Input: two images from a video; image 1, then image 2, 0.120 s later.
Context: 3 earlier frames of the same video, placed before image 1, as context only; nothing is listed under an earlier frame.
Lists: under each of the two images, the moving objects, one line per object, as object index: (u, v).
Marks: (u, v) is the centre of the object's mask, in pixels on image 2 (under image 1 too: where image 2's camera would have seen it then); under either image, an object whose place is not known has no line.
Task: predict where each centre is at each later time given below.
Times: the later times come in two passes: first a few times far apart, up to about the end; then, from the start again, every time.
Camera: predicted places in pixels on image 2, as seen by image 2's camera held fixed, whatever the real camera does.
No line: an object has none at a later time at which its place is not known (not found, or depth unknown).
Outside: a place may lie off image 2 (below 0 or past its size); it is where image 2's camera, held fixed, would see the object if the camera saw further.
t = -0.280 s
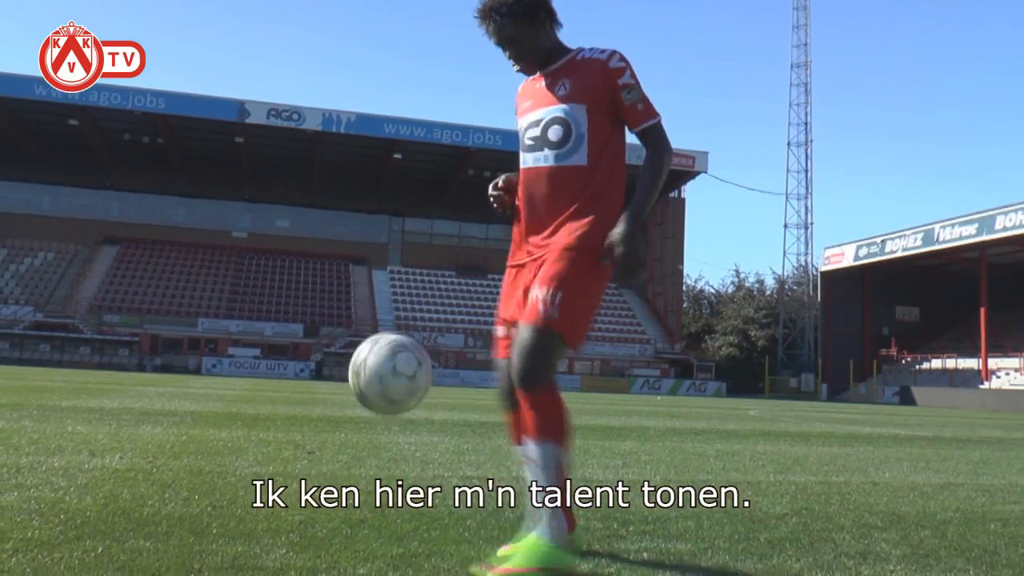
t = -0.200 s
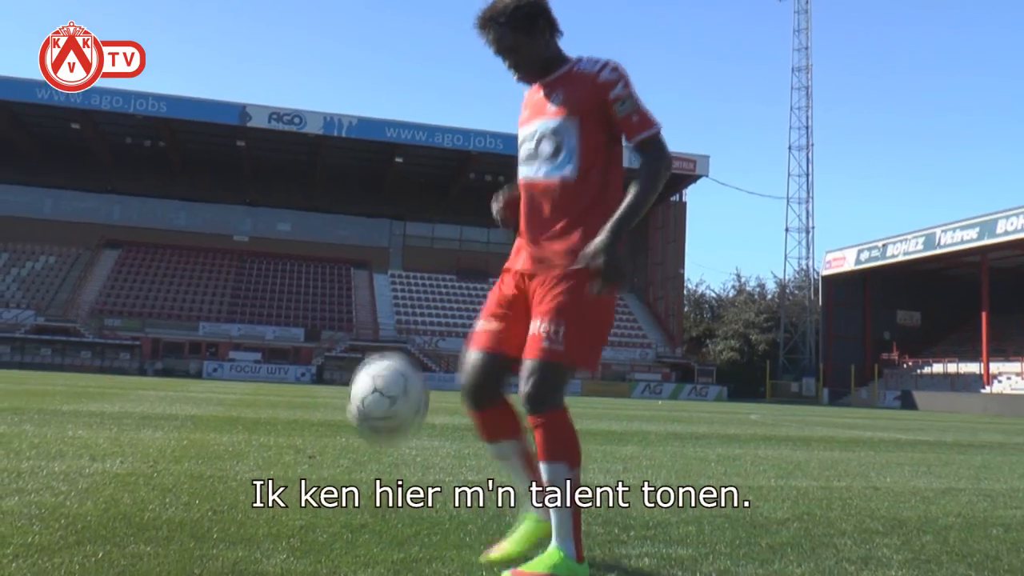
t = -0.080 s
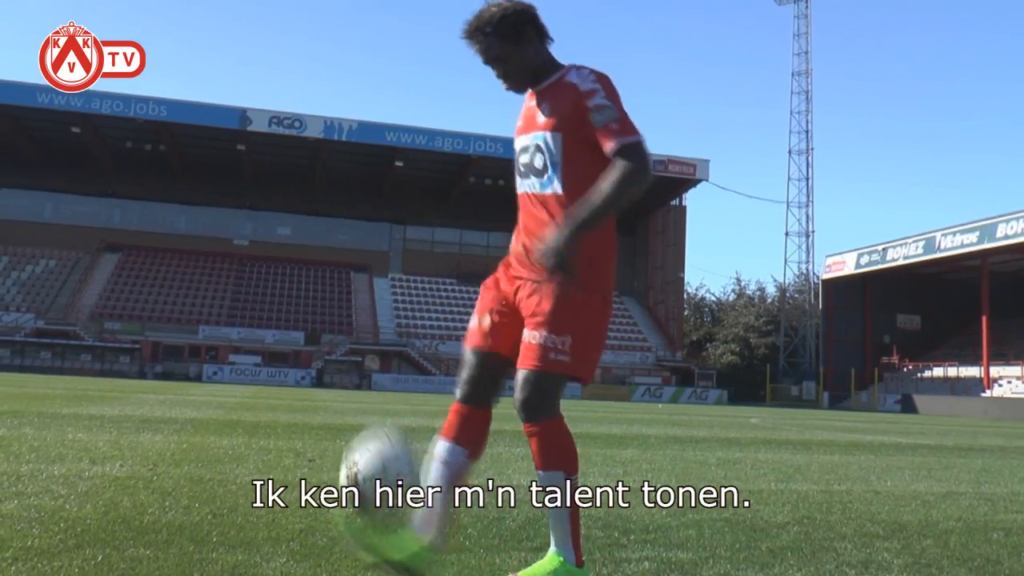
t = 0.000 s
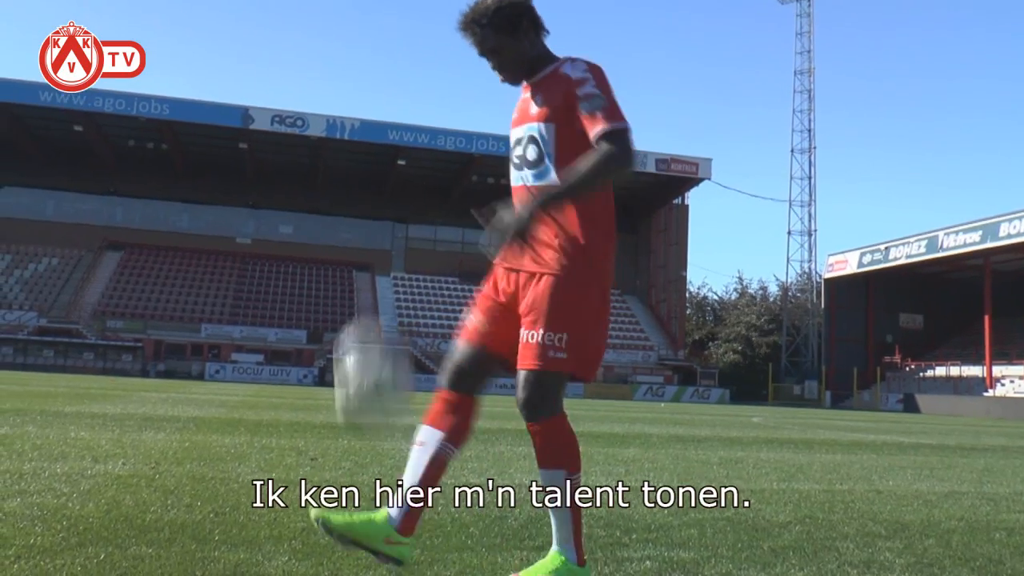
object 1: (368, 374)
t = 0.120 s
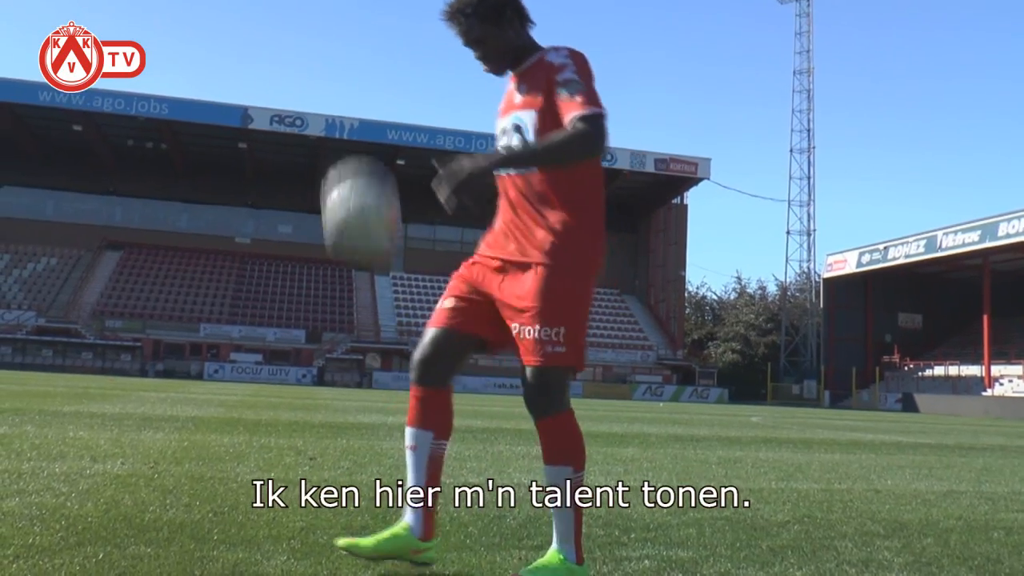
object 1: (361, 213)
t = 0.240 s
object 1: (346, 97)
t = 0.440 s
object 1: (321, 24)
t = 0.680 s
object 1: (275, 75)
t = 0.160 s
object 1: (356, 178)
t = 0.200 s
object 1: (352, 138)
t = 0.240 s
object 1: (346, 97)
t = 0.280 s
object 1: (342, 73)
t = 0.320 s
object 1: (337, 52)
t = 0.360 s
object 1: (332, 38)
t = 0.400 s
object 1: (327, 30)
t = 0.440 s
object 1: (321, 24)
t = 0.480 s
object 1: (315, 22)
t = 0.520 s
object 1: (308, 24)
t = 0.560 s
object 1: (300, 29)
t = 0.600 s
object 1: (292, 39)
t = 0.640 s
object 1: (284, 56)
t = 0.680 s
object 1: (275, 75)
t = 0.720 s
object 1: (265, 114)
